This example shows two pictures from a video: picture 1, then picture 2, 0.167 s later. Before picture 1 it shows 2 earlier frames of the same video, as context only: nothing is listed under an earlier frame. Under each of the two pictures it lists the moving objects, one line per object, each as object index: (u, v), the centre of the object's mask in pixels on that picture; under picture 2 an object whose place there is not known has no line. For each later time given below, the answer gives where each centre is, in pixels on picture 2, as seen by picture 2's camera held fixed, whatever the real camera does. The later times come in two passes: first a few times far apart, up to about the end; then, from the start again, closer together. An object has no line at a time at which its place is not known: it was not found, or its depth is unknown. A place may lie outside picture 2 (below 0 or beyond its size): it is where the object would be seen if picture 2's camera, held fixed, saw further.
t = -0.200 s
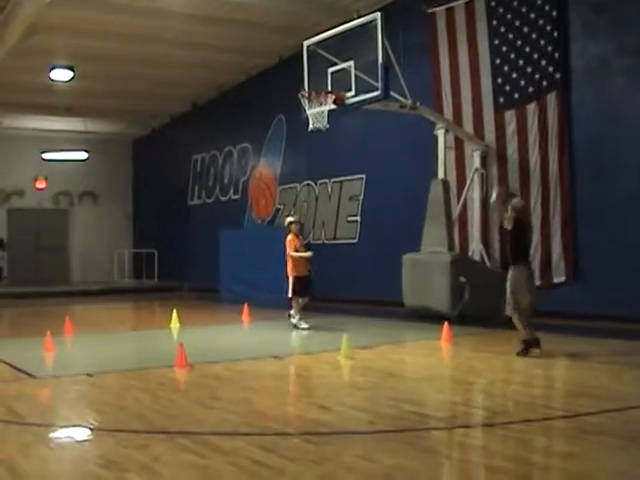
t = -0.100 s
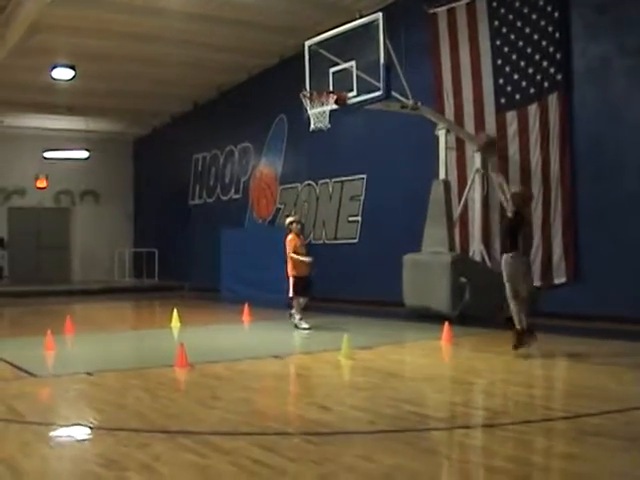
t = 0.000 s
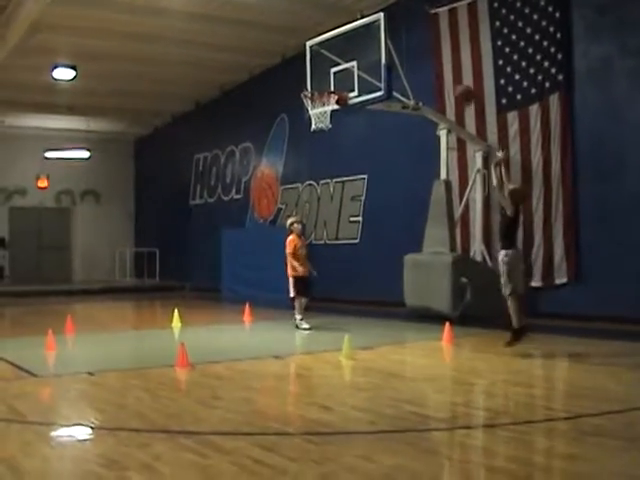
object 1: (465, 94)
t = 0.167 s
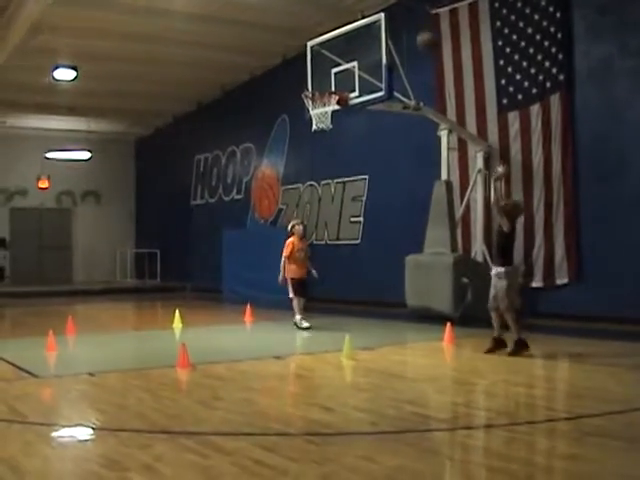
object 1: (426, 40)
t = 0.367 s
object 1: (388, 12)
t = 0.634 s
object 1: (345, 27)
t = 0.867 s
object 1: (311, 85)
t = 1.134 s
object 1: (315, 65)
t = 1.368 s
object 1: (304, 70)
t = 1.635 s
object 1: (284, 90)
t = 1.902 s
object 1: (260, 136)
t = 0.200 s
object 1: (420, 33)
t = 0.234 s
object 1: (414, 28)
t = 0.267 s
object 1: (407, 22)
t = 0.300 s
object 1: (399, 18)
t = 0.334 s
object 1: (392, 14)
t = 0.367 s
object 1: (388, 12)
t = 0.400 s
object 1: (382, 12)
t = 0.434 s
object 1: (376, 14)
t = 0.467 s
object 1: (371, 14)
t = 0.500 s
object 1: (366, 16)
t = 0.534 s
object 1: (361, 18)
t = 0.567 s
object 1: (355, 22)
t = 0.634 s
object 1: (345, 27)
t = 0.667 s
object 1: (338, 34)
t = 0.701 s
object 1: (331, 43)
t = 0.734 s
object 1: (330, 50)
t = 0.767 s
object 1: (326, 57)
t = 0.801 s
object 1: (319, 65)
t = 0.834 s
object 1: (315, 73)
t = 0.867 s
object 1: (311, 85)
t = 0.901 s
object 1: (313, 86)
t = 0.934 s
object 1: (320, 86)
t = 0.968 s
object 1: (327, 86)
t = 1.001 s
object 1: (326, 81)
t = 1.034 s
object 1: (322, 75)
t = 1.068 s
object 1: (320, 71)
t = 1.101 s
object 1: (316, 67)
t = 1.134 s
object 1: (315, 65)
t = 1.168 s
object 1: (314, 64)
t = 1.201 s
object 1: (312, 64)
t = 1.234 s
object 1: (309, 63)
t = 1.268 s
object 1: (307, 63)
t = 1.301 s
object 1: (306, 65)
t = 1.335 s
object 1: (306, 67)
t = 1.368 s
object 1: (304, 70)
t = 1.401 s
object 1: (302, 73)
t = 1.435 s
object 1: (299, 78)
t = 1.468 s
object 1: (296, 83)
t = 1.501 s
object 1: (294, 86)
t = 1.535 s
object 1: (292, 86)
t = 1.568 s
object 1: (291, 87)
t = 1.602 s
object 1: (287, 88)
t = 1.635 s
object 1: (284, 90)
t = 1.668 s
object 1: (281, 93)
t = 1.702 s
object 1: (278, 97)
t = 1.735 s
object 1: (275, 101)
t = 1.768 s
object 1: (272, 107)
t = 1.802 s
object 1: (269, 113)
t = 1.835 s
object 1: (266, 120)
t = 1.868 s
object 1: (263, 129)
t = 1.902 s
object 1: (260, 136)
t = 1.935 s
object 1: (257, 146)
